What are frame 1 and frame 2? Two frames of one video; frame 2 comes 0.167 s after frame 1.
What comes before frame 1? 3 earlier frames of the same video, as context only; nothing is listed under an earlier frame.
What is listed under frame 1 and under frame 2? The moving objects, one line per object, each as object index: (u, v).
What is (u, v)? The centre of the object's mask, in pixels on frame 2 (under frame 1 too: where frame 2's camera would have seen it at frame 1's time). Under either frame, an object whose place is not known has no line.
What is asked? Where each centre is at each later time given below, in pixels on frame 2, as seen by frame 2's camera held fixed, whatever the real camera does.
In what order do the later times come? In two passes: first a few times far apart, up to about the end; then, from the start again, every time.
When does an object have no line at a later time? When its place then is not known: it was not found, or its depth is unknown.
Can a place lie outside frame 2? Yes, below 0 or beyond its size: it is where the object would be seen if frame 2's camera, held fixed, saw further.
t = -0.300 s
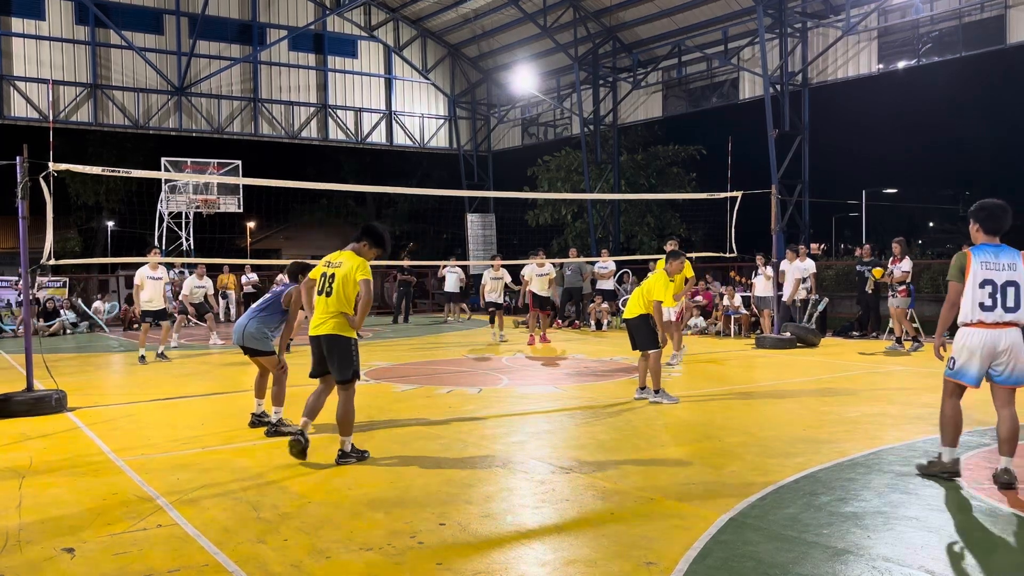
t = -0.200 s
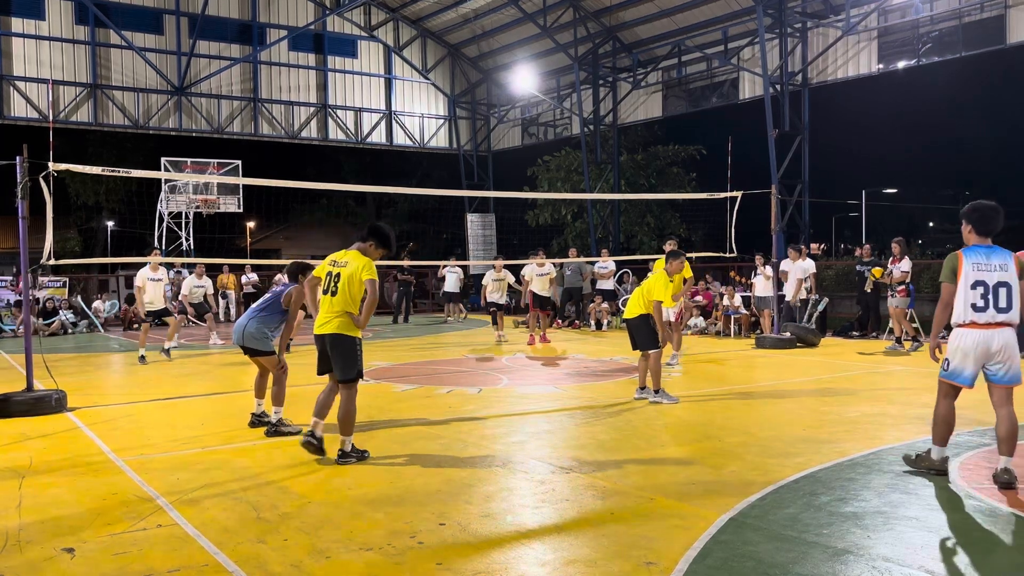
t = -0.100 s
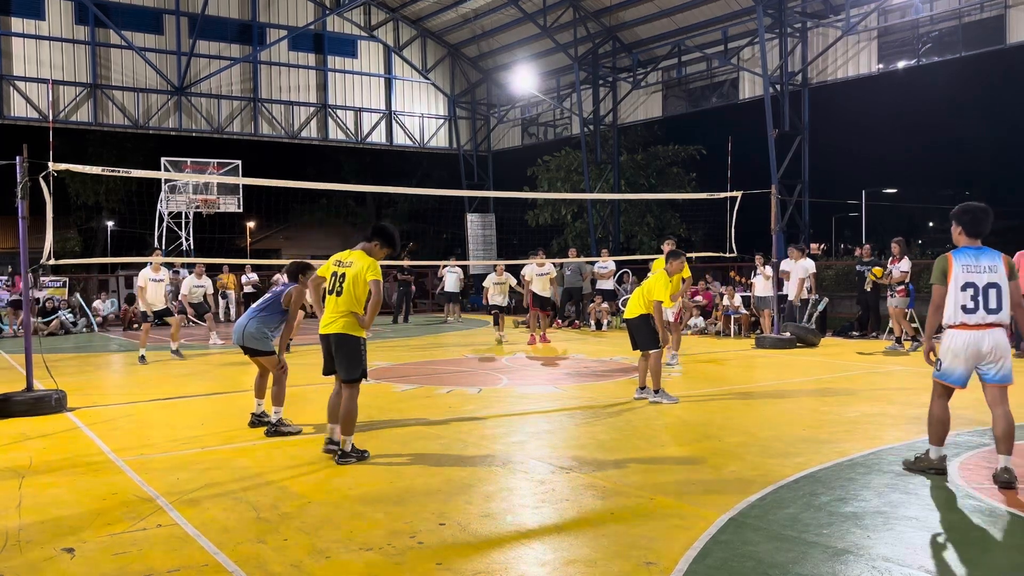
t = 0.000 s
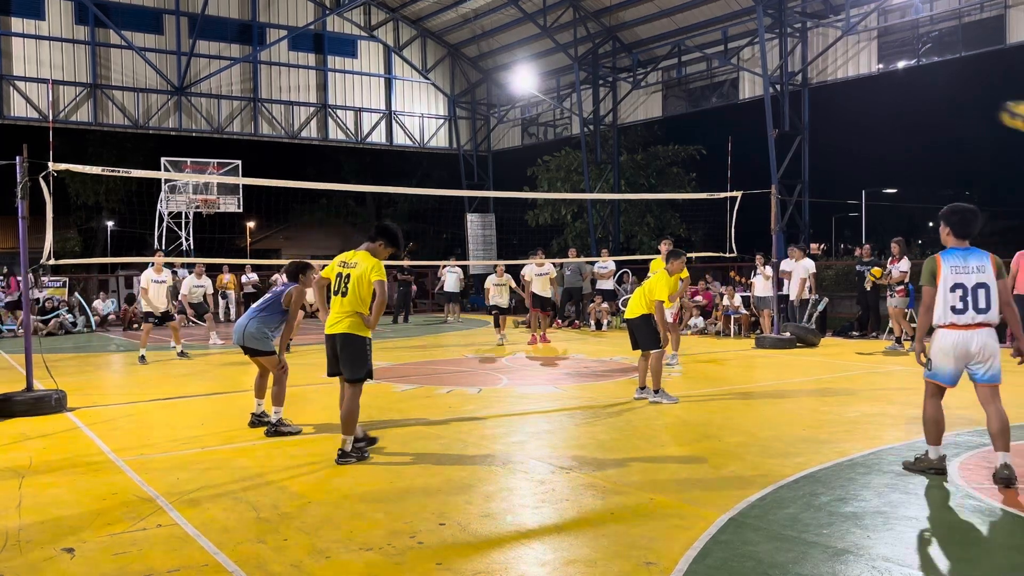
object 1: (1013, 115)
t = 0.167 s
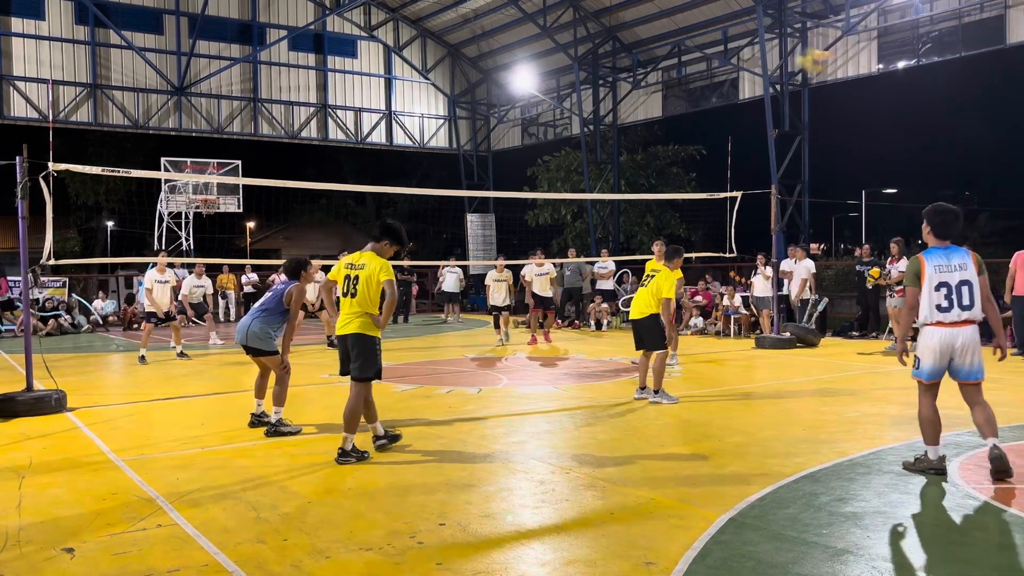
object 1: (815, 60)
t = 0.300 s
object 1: (696, 47)
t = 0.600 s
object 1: (527, 80)
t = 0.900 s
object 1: (422, 162)
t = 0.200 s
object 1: (781, 54)
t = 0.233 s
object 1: (749, 51)
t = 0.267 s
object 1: (723, 48)
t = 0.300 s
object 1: (696, 47)
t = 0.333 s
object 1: (672, 47)
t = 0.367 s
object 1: (649, 47)
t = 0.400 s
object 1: (628, 49)
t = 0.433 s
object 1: (609, 52)
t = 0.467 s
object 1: (591, 56)
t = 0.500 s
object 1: (573, 62)
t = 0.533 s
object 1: (557, 67)
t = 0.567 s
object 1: (539, 72)
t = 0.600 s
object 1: (527, 80)
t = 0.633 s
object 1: (508, 89)
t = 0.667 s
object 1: (499, 96)
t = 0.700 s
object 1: (486, 105)
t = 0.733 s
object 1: (474, 113)
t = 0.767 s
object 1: (463, 122)
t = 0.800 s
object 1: (453, 131)
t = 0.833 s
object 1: (442, 141)
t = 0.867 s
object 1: (430, 153)
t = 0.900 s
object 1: (422, 162)
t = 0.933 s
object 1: (412, 174)
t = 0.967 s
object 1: (404, 182)
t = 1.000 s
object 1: (394, 198)
